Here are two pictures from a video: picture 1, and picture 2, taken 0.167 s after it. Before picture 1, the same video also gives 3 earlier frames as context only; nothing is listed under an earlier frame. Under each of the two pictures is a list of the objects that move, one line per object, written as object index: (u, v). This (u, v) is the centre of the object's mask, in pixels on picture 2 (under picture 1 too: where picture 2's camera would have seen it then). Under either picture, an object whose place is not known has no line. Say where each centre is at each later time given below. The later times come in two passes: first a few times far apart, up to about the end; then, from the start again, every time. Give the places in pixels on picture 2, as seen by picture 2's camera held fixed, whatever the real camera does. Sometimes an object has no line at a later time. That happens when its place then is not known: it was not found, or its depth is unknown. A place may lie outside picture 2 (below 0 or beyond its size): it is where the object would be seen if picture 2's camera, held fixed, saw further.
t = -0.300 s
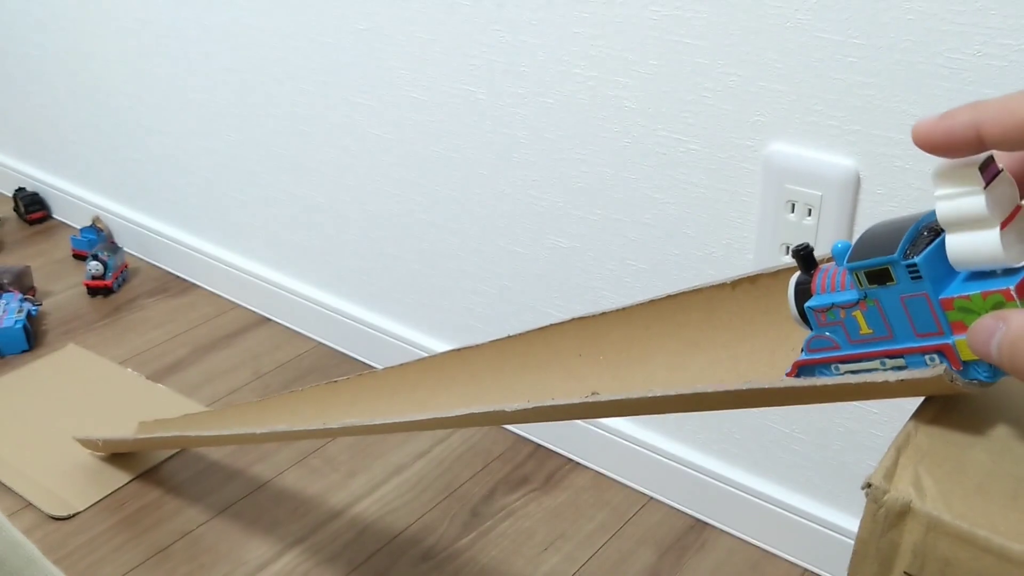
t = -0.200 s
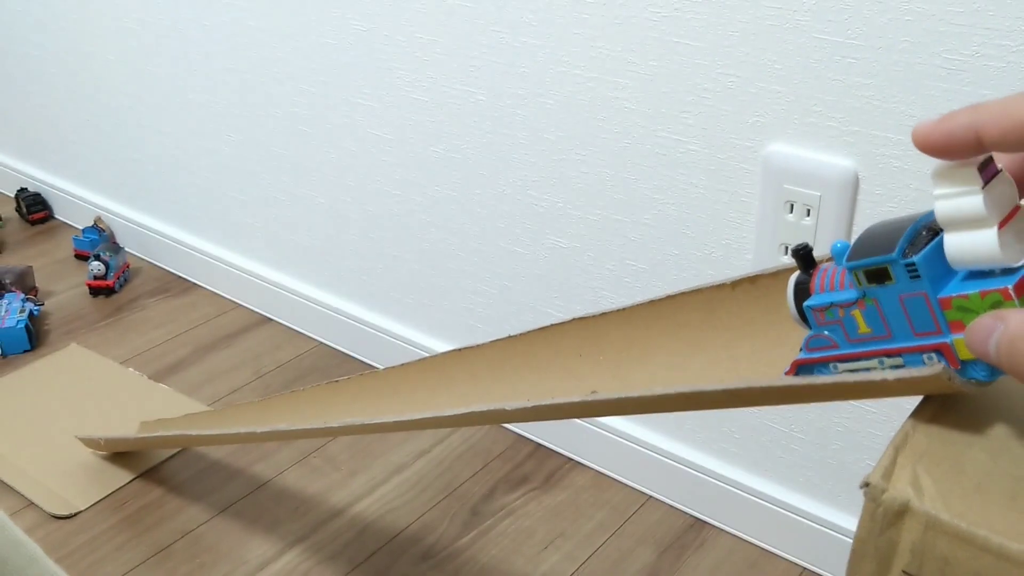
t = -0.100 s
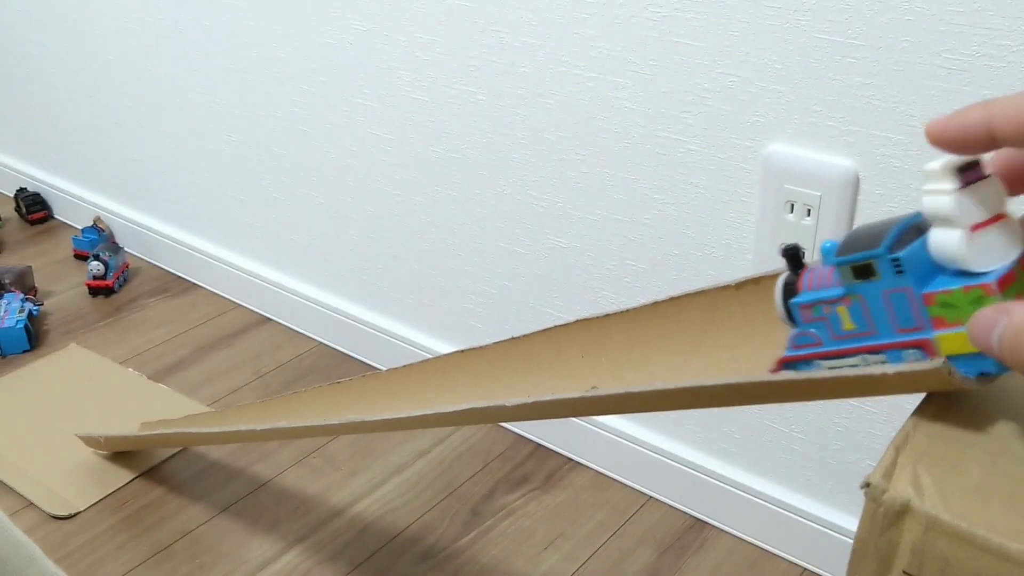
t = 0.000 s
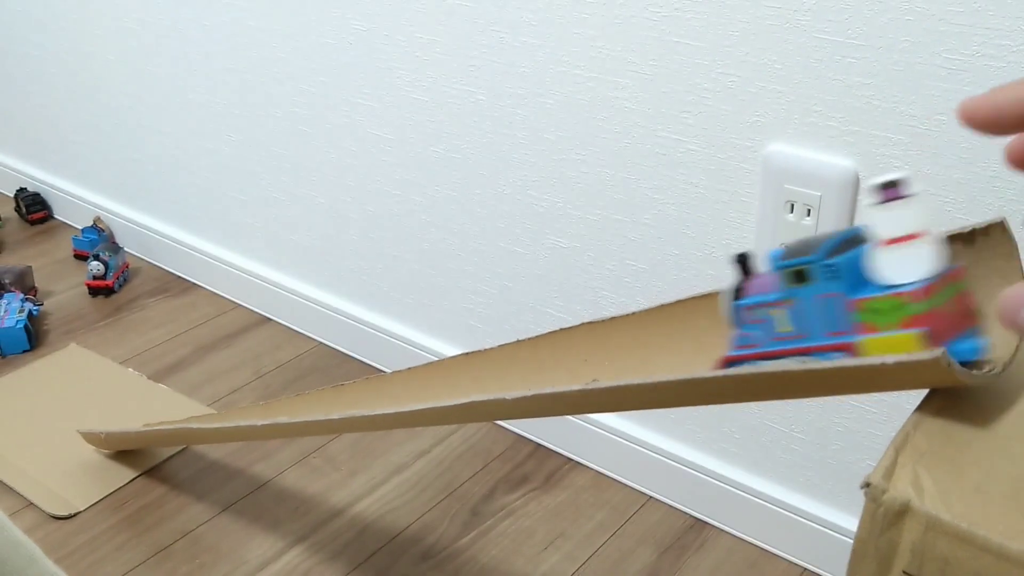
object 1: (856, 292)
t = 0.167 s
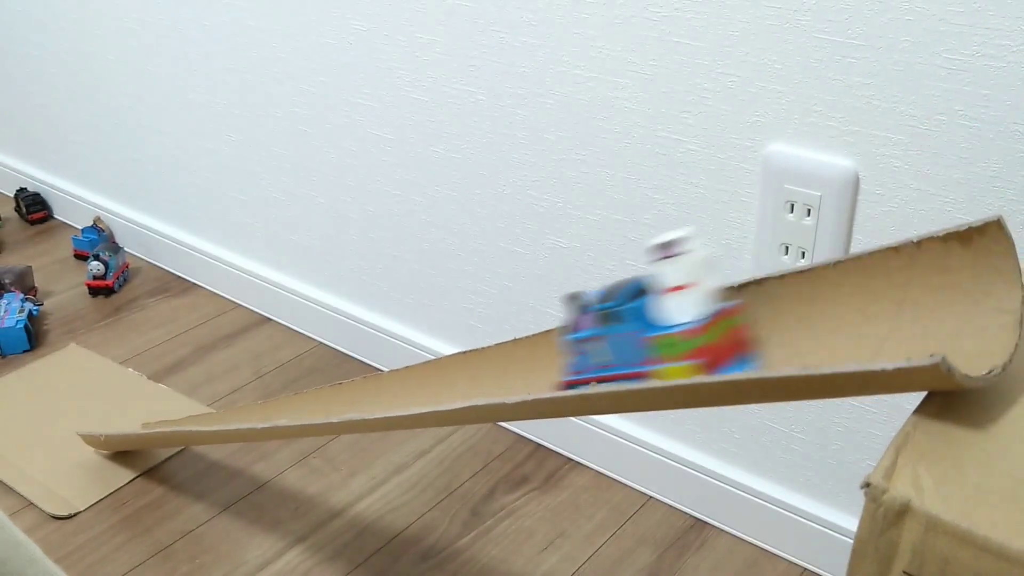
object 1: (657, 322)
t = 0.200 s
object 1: (614, 330)
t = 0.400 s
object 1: (381, 370)
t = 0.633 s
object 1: (183, 398)
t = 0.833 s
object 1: (77, 393)
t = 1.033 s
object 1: (24, 348)
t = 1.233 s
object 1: (24, 346)
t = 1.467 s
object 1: (24, 345)
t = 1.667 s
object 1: (24, 345)
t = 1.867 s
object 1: (24, 345)
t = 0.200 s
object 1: (614, 330)
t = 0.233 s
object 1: (571, 338)
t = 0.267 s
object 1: (531, 345)
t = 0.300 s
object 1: (492, 351)
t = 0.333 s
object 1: (454, 356)
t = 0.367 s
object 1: (416, 363)
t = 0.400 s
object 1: (381, 370)
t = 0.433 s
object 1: (348, 375)
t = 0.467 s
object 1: (317, 379)
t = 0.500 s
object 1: (287, 384)
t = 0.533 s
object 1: (258, 388)
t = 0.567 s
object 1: (231, 392)
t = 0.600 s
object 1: (207, 395)
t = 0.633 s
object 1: (183, 398)
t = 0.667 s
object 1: (160, 401)
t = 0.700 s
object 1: (140, 404)
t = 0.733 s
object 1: (121, 406)
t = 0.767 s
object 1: (105, 403)
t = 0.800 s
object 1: (92, 401)
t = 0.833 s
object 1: (77, 393)
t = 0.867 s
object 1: (60, 384)
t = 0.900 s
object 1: (46, 376)
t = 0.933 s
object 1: (34, 366)
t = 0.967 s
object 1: (28, 359)
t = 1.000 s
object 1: (25, 352)
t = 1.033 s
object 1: (24, 348)
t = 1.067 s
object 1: (26, 346)
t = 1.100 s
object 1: (26, 343)
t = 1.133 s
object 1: (26, 342)
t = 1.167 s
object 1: (25, 342)
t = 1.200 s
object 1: (24, 344)
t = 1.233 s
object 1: (24, 346)
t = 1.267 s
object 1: (23, 345)
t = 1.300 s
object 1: (24, 345)
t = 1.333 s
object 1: (23, 345)
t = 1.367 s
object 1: (24, 345)
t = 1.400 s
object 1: (23, 345)
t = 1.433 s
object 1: (24, 345)
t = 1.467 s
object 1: (24, 345)
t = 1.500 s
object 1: (24, 345)
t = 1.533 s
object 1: (24, 345)
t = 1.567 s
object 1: (23, 345)
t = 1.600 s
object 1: (24, 345)
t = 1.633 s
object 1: (24, 345)
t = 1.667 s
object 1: (24, 345)
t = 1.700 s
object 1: (24, 345)
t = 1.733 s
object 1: (24, 345)
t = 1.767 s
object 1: (24, 345)
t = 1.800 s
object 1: (24, 345)
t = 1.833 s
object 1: (24, 345)
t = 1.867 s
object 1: (24, 345)
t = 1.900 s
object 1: (24, 345)
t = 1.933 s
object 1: (24, 345)
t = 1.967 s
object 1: (24, 345)
